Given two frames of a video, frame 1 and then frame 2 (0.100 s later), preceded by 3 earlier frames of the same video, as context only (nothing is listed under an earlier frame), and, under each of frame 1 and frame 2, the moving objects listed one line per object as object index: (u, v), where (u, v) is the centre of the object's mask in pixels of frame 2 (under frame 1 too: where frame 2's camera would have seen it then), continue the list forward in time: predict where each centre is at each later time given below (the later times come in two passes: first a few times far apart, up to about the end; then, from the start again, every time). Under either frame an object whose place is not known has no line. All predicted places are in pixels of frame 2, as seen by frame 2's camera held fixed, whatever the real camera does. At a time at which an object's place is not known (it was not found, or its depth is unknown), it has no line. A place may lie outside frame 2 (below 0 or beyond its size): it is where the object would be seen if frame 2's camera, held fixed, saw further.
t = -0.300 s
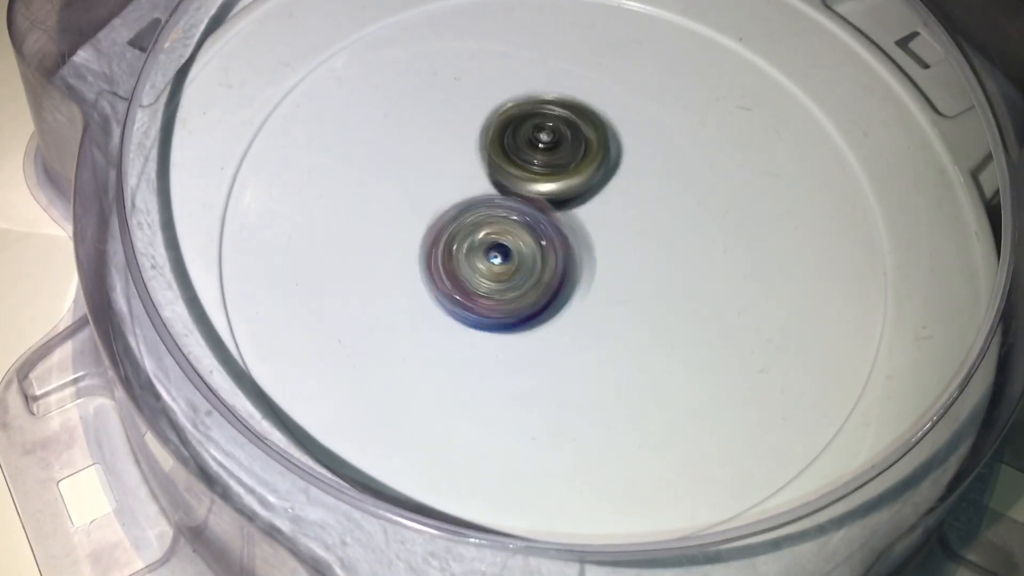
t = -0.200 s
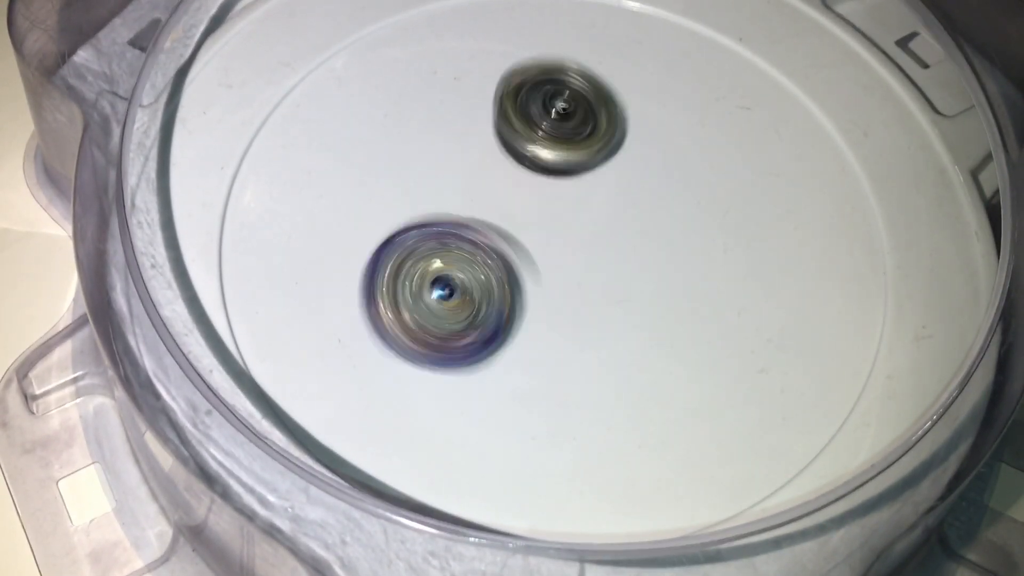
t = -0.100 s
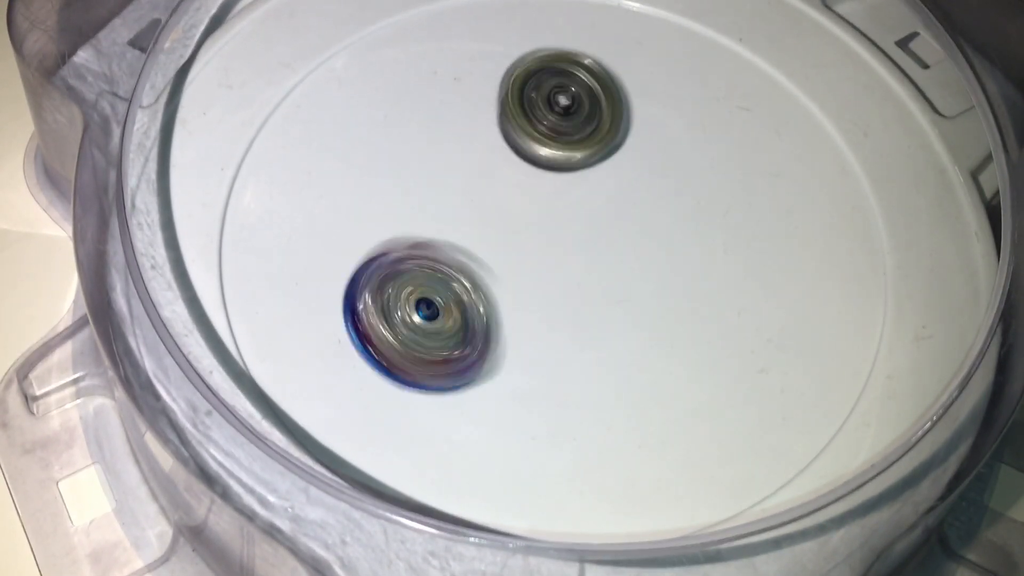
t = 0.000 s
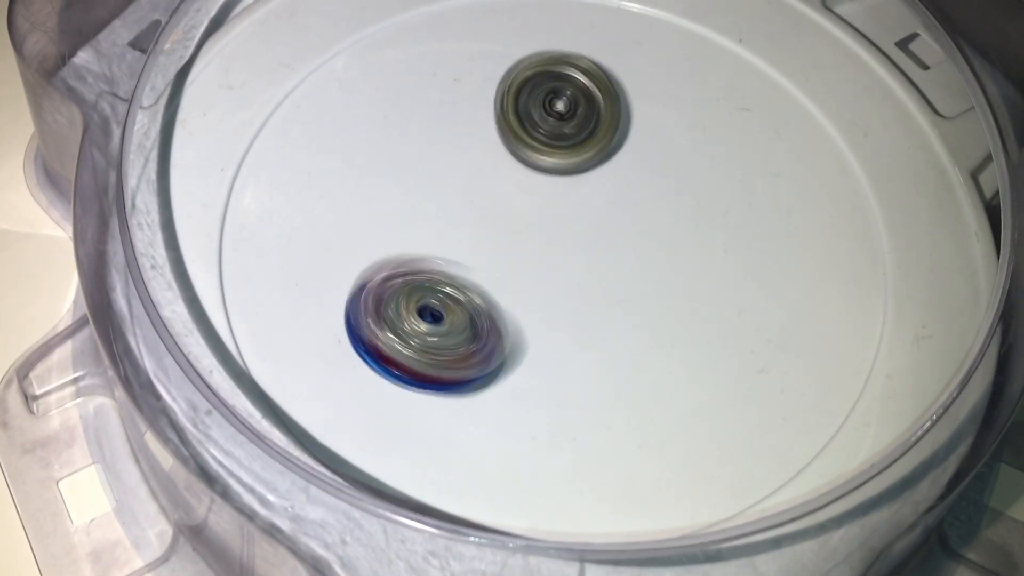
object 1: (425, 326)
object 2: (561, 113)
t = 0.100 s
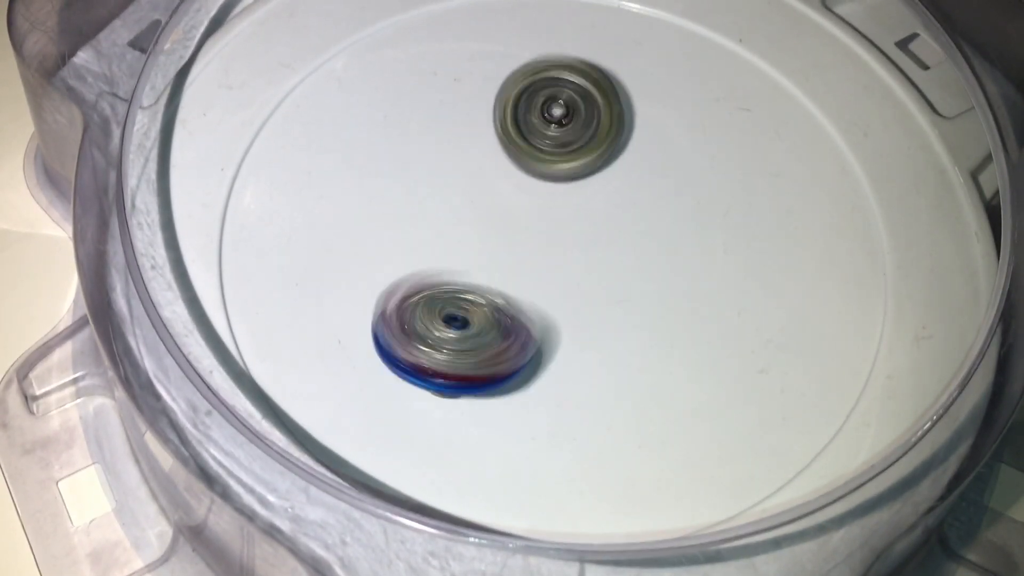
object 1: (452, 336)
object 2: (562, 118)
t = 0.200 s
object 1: (485, 325)
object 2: (563, 126)
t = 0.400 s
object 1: (533, 268)
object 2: (566, 135)
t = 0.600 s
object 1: (520, 277)
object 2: (564, 134)
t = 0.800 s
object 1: (475, 248)
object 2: (547, 141)
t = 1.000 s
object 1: (438, 259)
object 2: (566, 125)
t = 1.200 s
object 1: (489, 246)
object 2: (558, 130)
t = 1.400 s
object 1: (538, 250)
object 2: (561, 128)
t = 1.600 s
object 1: (592, 258)
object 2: (554, 126)
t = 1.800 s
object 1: (626, 246)
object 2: (539, 138)
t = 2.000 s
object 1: (614, 233)
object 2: (518, 151)
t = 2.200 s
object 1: (627, 275)
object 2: (487, 139)
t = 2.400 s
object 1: (591, 293)
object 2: (482, 141)
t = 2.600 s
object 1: (539, 273)
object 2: (482, 155)
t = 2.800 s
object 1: (538, 310)
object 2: (479, 121)
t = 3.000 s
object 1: (556, 310)
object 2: (473, 138)
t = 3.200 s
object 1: (554, 269)
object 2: (468, 170)
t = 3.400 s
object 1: (581, 286)
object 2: (434, 148)
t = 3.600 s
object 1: (564, 271)
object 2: (452, 166)
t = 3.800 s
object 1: (601, 263)
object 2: (411, 142)
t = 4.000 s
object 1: (592, 232)
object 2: (415, 161)
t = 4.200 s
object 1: (541, 220)
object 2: (409, 178)
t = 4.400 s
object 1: (603, 298)
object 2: (407, 175)
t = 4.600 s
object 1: (651, 288)
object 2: (452, 211)
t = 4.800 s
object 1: (681, 228)
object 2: (487, 219)
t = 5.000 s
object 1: (612, 203)
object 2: (474, 228)
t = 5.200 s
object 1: (573, 218)
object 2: (470, 291)
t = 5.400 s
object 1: (597, 190)
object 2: (526, 305)
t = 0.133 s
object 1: (464, 336)
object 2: (562, 120)
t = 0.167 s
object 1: (474, 331)
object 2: (563, 123)
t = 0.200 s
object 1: (485, 325)
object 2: (563, 126)
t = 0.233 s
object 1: (494, 317)
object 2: (563, 130)
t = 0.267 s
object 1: (502, 307)
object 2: (563, 134)
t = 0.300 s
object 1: (510, 297)
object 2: (563, 138)
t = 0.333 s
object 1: (520, 280)
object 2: (562, 143)
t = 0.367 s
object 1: (528, 267)
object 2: (561, 147)
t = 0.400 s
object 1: (533, 268)
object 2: (566, 135)
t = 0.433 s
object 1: (532, 280)
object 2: (571, 125)
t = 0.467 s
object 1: (533, 285)
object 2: (573, 123)
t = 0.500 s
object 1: (533, 288)
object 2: (573, 125)
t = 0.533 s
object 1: (530, 286)
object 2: (570, 128)
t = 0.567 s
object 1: (527, 281)
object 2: (566, 131)
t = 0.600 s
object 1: (520, 277)
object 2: (564, 134)
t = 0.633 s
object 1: (510, 272)
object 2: (561, 135)
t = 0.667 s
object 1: (501, 269)
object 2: (557, 138)
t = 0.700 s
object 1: (494, 263)
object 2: (553, 140)
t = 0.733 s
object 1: (487, 256)
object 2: (549, 143)
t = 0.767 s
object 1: (483, 250)
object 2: (546, 145)
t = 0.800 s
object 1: (475, 248)
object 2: (547, 141)
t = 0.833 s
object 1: (464, 253)
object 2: (557, 131)
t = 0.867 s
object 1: (454, 256)
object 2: (566, 125)
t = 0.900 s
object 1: (448, 257)
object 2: (570, 124)
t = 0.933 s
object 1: (444, 260)
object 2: (570, 125)
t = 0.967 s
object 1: (439, 260)
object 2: (567, 124)
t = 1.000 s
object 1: (438, 259)
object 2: (566, 125)
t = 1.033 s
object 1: (442, 257)
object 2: (565, 124)
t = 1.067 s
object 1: (446, 255)
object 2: (563, 124)
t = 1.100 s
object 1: (454, 254)
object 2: (561, 125)
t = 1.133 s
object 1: (466, 251)
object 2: (561, 126)
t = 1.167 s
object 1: (477, 249)
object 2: (560, 127)
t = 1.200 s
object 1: (489, 246)
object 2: (558, 130)
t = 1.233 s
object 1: (499, 243)
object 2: (557, 133)
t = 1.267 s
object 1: (509, 242)
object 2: (557, 132)
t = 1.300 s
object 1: (513, 252)
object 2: (561, 125)
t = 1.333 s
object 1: (523, 255)
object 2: (566, 124)
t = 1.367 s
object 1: (530, 252)
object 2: (566, 126)
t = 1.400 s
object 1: (538, 250)
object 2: (561, 128)
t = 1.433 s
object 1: (548, 251)
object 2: (560, 126)
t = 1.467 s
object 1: (558, 254)
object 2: (562, 122)
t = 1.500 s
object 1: (569, 255)
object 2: (561, 123)
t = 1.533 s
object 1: (577, 257)
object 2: (559, 125)
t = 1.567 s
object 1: (586, 258)
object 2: (556, 125)
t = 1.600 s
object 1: (592, 258)
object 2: (554, 126)
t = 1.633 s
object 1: (595, 257)
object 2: (553, 129)
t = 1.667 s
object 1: (601, 257)
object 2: (550, 130)
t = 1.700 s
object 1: (610, 255)
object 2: (547, 132)
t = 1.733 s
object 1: (618, 250)
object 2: (546, 134)
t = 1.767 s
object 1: (620, 250)
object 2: (543, 136)
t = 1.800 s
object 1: (626, 246)
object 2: (539, 138)
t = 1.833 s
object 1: (623, 247)
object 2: (537, 141)
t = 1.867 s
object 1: (625, 245)
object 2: (534, 143)
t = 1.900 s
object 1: (626, 242)
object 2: (529, 145)
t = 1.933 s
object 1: (624, 239)
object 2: (526, 147)
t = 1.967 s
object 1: (623, 236)
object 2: (522, 149)
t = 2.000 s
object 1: (614, 233)
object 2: (518, 151)
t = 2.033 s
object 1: (621, 238)
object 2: (509, 148)
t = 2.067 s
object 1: (625, 246)
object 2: (503, 143)
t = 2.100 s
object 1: (629, 255)
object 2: (497, 142)
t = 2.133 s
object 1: (626, 262)
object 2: (493, 141)
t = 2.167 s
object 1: (628, 267)
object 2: (489, 139)
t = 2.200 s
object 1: (627, 275)
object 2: (487, 139)
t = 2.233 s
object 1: (626, 282)
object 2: (486, 139)
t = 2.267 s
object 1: (621, 285)
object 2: (484, 138)
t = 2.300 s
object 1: (614, 289)
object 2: (484, 139)
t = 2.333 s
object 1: (608, 293)
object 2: (483, 139)
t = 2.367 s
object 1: (600, 294)
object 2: (482, 140)
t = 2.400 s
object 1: (591, 293)
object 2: (482, 141)
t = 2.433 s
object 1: (584, 291)
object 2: (481, 142)
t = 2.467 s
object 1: (574, 288)
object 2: (482, 144)
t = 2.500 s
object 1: (565, 284)
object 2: (482, 146)
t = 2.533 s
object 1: (555, 280)
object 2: (481, 149)
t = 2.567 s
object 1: (547, 277)
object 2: (482, 152)
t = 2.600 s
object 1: (539, 273)
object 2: (482, 155)
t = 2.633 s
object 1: (535, 275)
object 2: (481, 150)
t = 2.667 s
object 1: (536, 289)
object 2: (476, 132)
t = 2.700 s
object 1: (538, 297)
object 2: (476, 120)
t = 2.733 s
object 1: (540, 302)
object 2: (478, 117)
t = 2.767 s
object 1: (539, 305)
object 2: (480, 118)
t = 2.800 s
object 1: (538, 310)
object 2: (479, 121)
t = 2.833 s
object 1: (540, 314)
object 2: (479, 124)
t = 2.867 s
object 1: (546, 316)
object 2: (476, 127)
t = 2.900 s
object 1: (550, 315)
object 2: (476, 130)
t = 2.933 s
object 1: (552, 316)
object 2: (474, 132)
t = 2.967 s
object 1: (557, 316)
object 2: (474, 136)
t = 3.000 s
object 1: (556, 310)
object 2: (473, 138)
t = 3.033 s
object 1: (556, 306)
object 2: (473, 143)
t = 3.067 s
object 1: (558, 300)
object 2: (473, 147)
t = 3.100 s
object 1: (560, 292)
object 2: (472, 152)
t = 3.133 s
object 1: (560, 285)
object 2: (472, 158)
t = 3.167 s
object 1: (557, 276)
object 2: (469, 165)
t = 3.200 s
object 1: (554, 269)
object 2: (468, 170)
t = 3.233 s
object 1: (551, 263)
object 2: (462, 174)
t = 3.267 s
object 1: (567, 274)
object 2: (448, 162)
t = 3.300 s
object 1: (579, 283)
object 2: (437, 153)
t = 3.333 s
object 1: (584, 289)
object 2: (434, 147)
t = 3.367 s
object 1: (584, 289)
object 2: (433, 146)
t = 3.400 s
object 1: (581, 286)
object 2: (434, 148)
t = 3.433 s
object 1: (578, 285)
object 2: (436, 150)
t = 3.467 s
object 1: (577, 285)
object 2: (440, 153)
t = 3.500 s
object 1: (572, 283)
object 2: (443, 156)
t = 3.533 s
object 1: (572, 281)
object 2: (446, 160)
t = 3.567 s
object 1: (568, 275)
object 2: (449, 162)
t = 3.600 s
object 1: (564, 271)
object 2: (452, 166)
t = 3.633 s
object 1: (563, 269)
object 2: (454, 169)
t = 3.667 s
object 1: (559, 264)
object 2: (456, 171)
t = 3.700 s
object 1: (562, 258)
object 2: (450, 170)
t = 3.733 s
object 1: (582, 265)
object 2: (433, 157)
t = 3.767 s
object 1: (590, 265)
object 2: (417, 148)
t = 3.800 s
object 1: (601, 263)
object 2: (411, 142)
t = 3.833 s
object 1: (602, 262)
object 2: (409, 142)
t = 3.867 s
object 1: (600, 253)
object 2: (412, 144)
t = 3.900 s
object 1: (606, 244)
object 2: (415, 149)
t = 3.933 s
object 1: (603, 241)
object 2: (417, 153)
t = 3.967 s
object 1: (601, 234)
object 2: (417, 159)
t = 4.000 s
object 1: (592, 232)
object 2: (415, 161)
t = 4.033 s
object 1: (588, 221)
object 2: (415, 165)
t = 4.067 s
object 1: (580, 219)
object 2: (413, 167)
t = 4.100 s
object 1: (572, 218)
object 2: (412, 169)
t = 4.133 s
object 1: (561, 217)
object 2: (411, 172)
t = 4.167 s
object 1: (551, 218)
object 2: (411, 175)
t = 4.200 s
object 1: (541, 220)
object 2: (409, 178)
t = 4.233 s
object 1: (538, 224)
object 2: (407, 180)
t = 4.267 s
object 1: (546, 243)
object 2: (396, 174)
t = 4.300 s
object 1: (564, 257)
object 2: (391, 168)
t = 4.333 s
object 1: (577, 274)
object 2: (394, 167)
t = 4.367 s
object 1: (586, 286)
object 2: (399, 170)
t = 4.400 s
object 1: (603, 298)
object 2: (407, 175)
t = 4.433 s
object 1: (610, 302)
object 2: (414, 181)
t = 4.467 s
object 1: (625, 306)
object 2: (421, 188)
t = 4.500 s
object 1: (628, 306)
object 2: (426, 196)
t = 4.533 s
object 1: (640, 303)
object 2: (430, 203)
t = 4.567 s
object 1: (641, 297)
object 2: (439, 207)
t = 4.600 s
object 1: (651, 288)
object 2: (452, 211)
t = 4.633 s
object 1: (647, 282)
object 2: (468, 217)
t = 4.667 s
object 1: (649, 271)
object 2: (487, 222)
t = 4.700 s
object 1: (642, 261)
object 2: (504, 225)
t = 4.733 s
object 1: (663, 253)
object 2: (498, 220)
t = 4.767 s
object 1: (675, 240)
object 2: (492, 218)
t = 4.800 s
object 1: (681, 228)
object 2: (487, 219)
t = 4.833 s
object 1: (669, 219)
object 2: (485, 218)
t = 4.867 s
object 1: (654, 217)
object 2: (485, 219)
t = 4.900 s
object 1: (642, 213)
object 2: (487, 220)
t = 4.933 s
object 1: (629, 207)
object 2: (487, 222)
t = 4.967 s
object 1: (616, 207)
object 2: (485, 225)
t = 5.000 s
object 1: (612, 203)
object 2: (474, 228)
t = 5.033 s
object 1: (606, 200)
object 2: (469, 236)
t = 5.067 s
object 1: (592, 202)
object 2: (465, 245)
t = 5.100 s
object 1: (584, 210)
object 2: (461, 254)
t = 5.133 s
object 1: (580, 212)
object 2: (460, 266)
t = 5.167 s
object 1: (572, 212)
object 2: (462, 280)
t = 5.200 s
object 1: (573, 218)
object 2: (470, 291)
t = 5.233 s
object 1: (579, 220)
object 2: (487, 301)
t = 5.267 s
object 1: (582, 216)
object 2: (503, 308)
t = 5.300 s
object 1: (585, 211)
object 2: (513, 309)
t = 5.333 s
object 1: (593, 206)
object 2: (514, 308)
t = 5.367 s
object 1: (598, 196)
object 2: (520, 306)
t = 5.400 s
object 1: (597, 190)
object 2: (526, 305)
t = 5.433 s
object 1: (595, 186)
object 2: (535, 302)
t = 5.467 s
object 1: (595, 179)
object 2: (539, 295)
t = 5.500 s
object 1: (591, 178)
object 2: (539, 291)
